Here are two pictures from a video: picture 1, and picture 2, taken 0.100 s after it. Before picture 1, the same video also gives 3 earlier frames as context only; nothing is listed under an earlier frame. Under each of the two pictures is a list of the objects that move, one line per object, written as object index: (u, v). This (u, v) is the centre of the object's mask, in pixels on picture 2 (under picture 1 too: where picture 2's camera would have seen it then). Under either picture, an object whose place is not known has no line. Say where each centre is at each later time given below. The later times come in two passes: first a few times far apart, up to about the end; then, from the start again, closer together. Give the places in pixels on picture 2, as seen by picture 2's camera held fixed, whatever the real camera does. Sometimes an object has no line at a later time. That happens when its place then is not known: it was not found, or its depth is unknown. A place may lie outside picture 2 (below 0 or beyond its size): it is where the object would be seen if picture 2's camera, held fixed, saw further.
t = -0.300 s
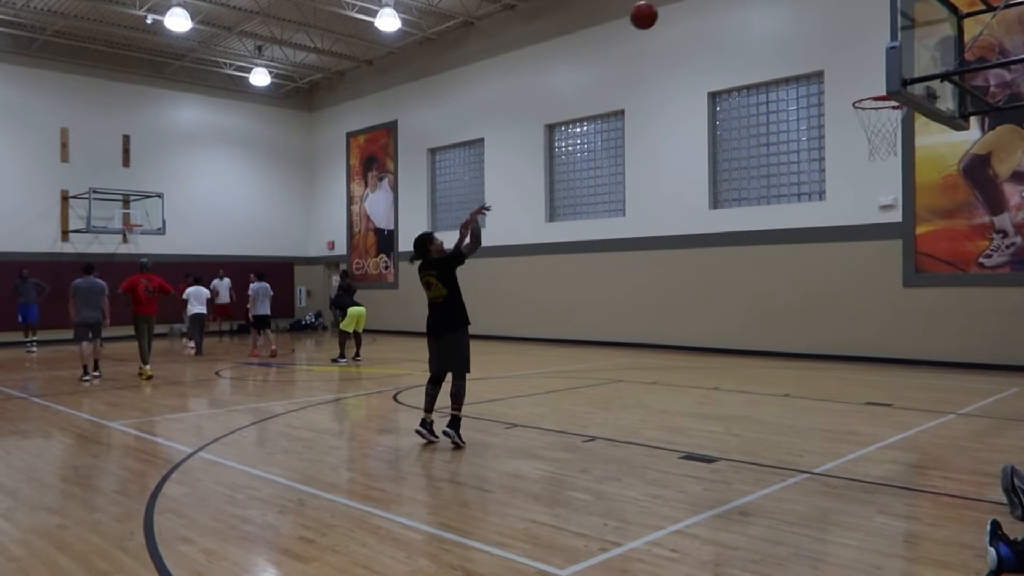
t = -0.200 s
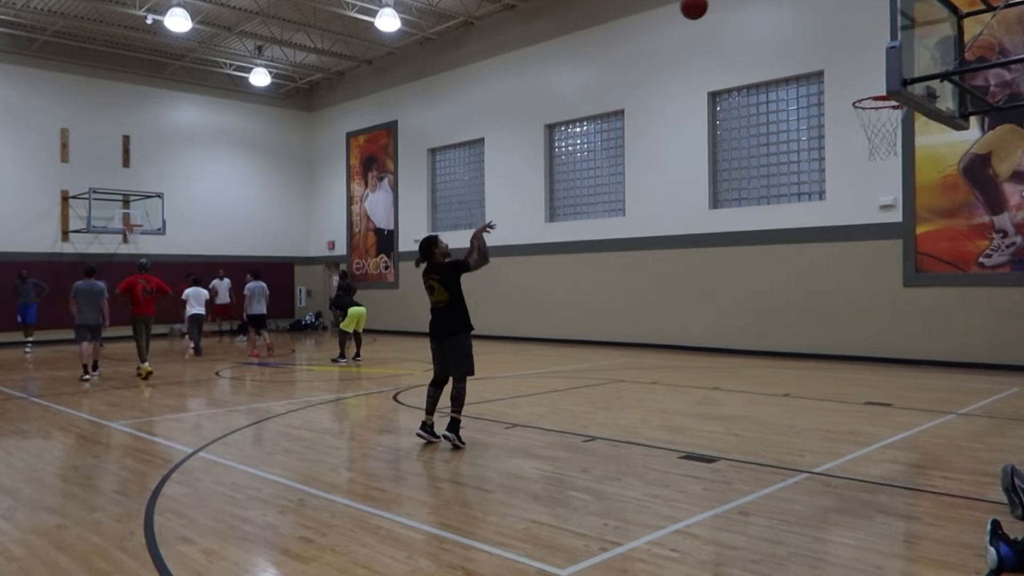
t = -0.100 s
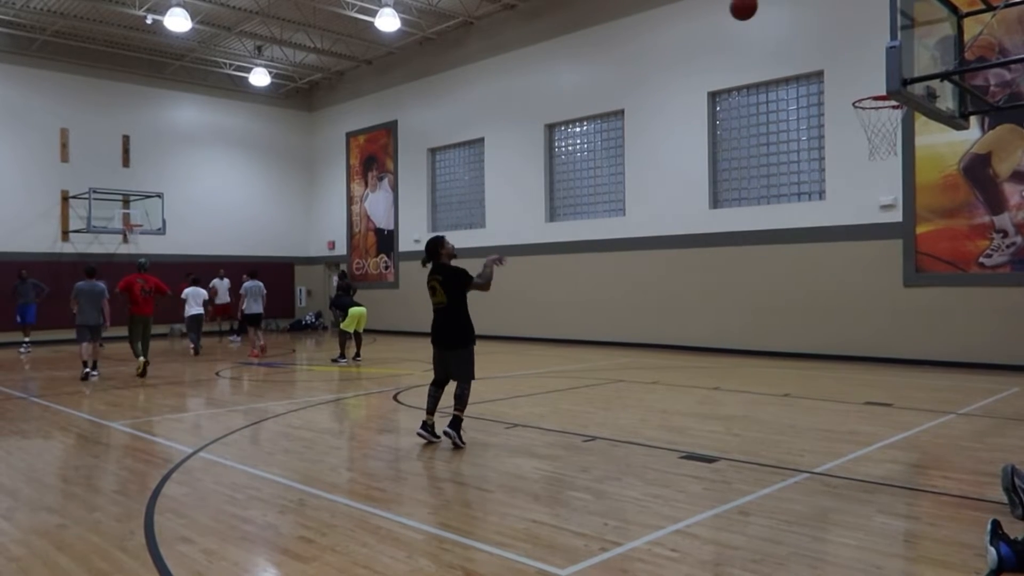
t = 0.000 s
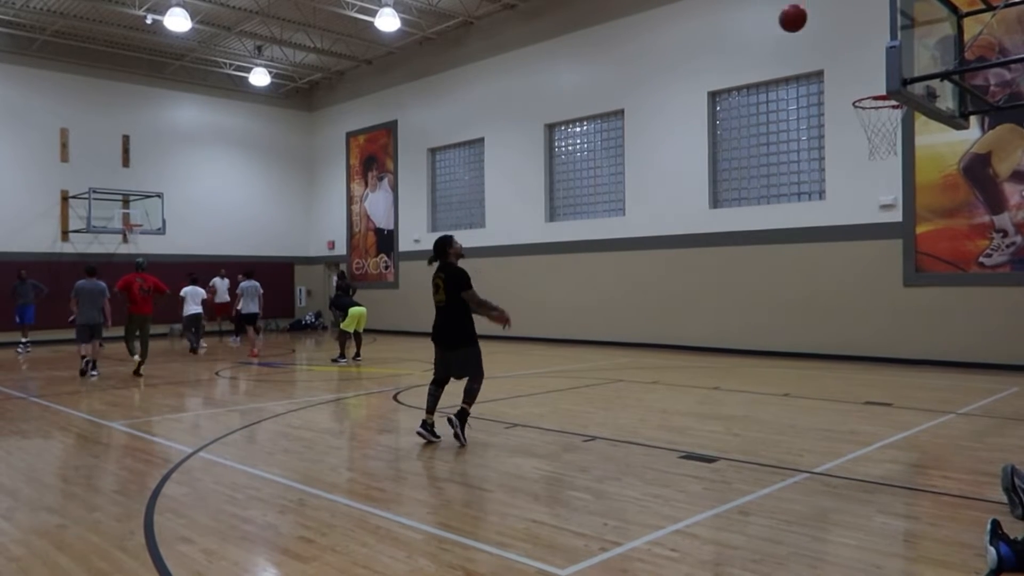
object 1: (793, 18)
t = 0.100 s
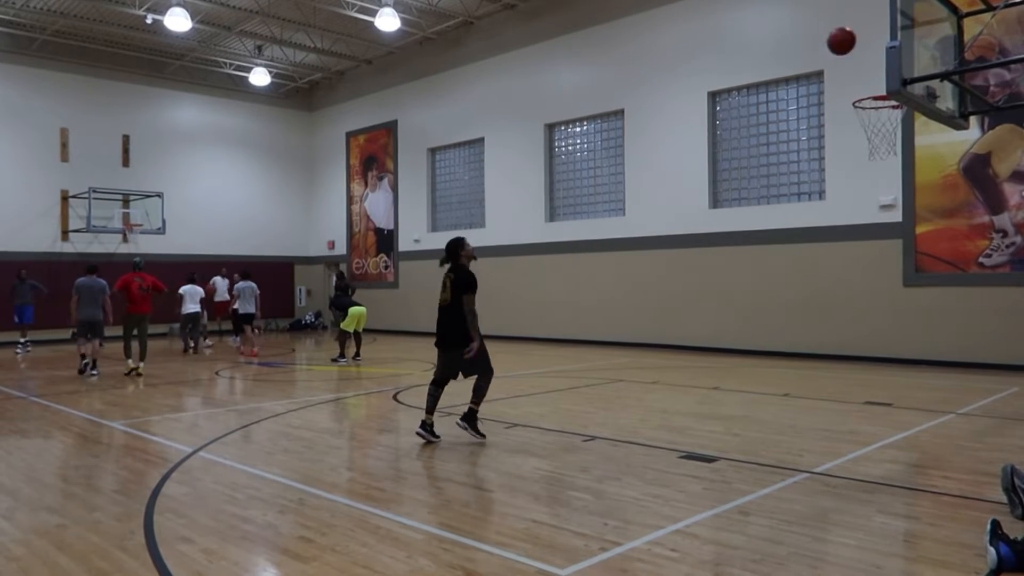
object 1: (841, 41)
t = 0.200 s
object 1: (881, 75)
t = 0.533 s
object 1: (861, 26)
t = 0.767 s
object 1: (831, 41)
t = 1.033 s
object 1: (801, 118)
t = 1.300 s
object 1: (774, 249)
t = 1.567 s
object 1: (755, 375)
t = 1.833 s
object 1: (757, 277)
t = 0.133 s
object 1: (857, 51)
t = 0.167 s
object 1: (872, 63)
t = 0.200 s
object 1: (881, 75)
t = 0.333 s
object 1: (881, 58)
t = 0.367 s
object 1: (879, 49)
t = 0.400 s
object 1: (878, 41)
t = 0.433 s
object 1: (875, 36)
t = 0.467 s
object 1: (870, 31)
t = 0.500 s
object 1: (866, 28)
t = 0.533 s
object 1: (861, 26)
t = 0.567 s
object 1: (857, 24)
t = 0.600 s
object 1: (852, 24)
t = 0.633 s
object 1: (848, 26)
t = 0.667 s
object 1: (843, 28)
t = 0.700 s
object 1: (839, 31)
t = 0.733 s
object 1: (835, 35)
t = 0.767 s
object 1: (831, 41)
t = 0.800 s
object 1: (827, 47)
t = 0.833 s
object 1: (823, 55)
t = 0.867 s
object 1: (819, 63)
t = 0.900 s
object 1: (815, 72)
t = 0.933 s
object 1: (812, 82)
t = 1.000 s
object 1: (805, 105)
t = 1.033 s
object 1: (801, 118)
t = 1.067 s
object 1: (797, 131)
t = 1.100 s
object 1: (794, 146)
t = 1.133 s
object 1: (790, 162)
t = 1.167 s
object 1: (787, 177)
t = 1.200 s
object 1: (784, 194)
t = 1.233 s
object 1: (781, 212)
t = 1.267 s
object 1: (778, 230)
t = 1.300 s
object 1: (774, 249)
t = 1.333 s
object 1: (771, 269)
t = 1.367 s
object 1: (768, 289)
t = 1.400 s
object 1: (765, 310)
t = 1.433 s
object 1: (762, 332)
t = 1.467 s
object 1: (759, 355)
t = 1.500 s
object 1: (756, 378)
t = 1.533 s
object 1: (755, 393)
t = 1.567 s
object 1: (755, 375)
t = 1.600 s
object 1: (756, 360)
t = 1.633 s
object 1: (756, 346)
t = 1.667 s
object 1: (757, 331)
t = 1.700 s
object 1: (755, 318)
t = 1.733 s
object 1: (756, 306)
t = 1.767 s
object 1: (757, 296)
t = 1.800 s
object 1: (757, 286)
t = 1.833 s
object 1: (757, 277)
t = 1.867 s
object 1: (757, 269)
